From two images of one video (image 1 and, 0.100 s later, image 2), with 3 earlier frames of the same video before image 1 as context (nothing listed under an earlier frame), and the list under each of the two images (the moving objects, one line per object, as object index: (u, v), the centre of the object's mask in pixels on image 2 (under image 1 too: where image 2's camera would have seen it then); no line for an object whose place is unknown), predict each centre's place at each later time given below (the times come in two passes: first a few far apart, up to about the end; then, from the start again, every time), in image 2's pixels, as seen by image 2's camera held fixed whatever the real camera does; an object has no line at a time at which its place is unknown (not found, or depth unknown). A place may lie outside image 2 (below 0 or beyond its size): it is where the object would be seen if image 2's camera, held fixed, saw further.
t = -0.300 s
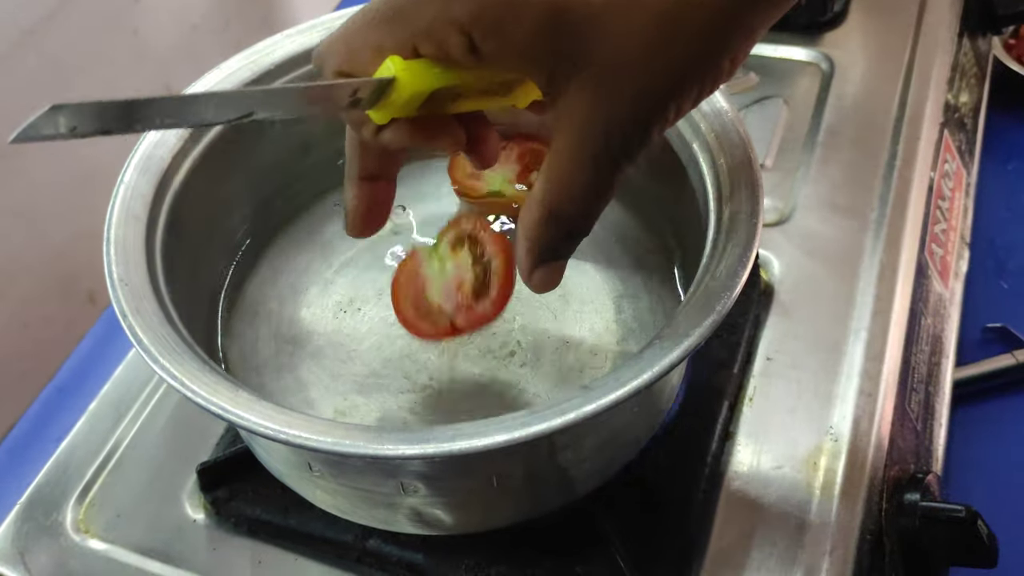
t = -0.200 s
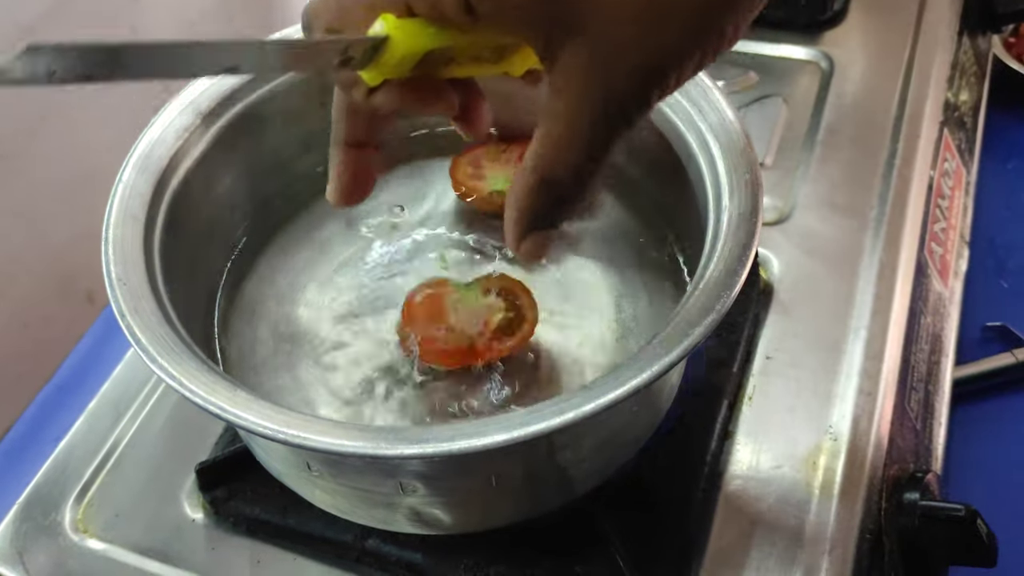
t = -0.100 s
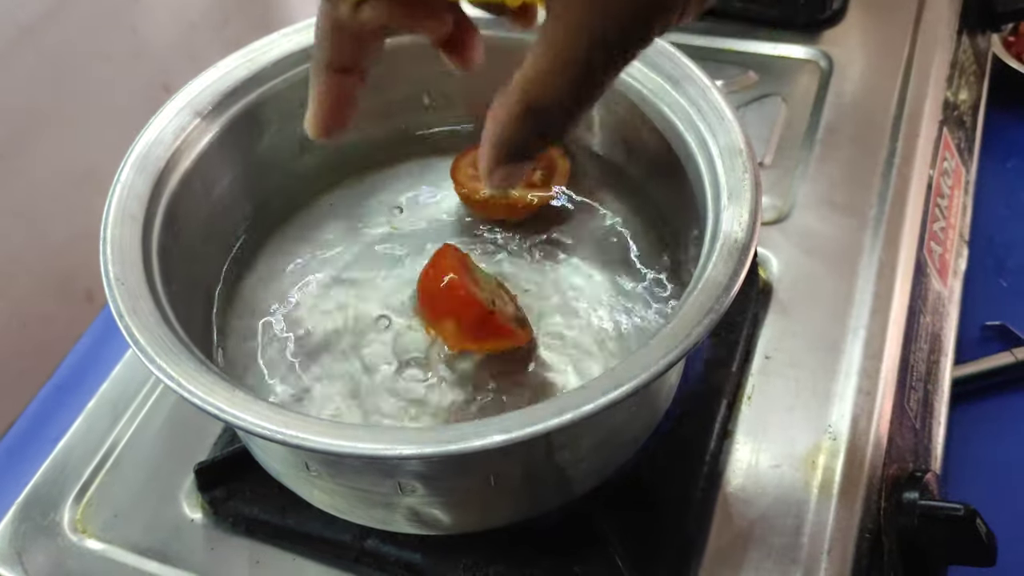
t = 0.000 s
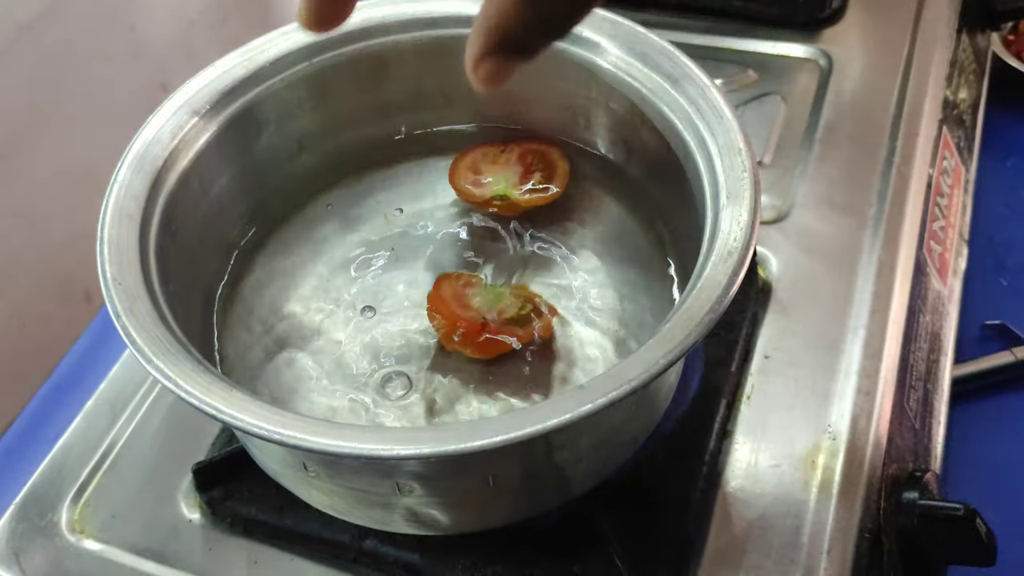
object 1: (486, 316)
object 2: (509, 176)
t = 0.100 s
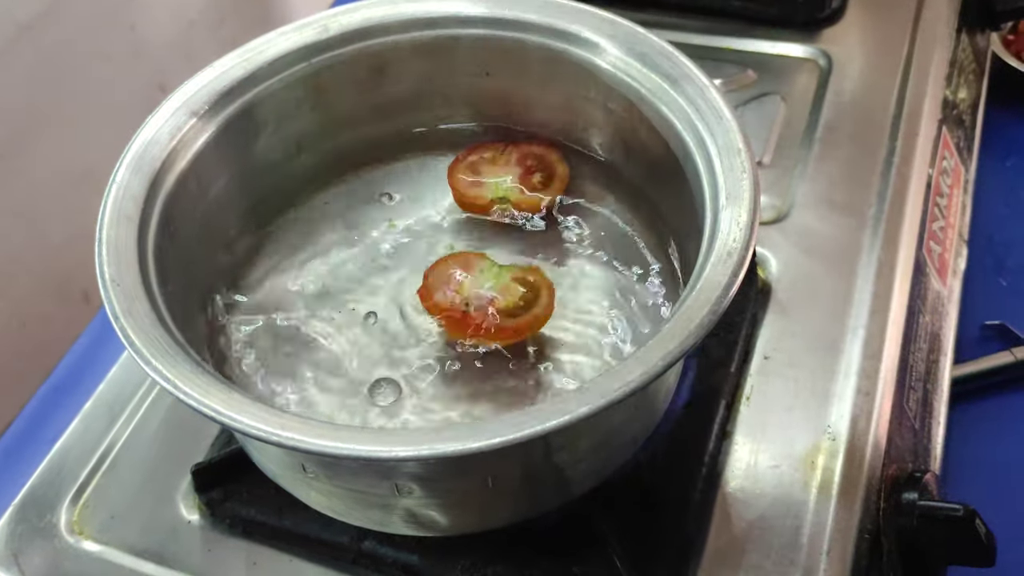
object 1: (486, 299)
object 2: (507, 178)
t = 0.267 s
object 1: (488, 300)
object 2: (511, 184)
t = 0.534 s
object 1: (489, 296)
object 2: (514, 189)
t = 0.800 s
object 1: (484, 282)
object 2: (514, 192)
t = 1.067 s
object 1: (481, 277)
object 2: (520, 193)
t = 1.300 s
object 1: (476, 275)
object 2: (518, 190)
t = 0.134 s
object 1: (486, 300)
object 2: (508, 179)
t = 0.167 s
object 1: (488, 301)
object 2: (509, 179)
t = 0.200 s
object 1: (486, 301)
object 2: (509, 183)
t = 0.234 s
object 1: (487, 301)
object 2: (510, 185)
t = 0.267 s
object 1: (488, 300)
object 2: (511, 184)
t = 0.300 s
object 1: (485, 298)
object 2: (511, 186)
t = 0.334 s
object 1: (485, 297)
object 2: (513, 187)
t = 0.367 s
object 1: (485, 296)
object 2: (513, 188)
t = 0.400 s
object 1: (486, 295)
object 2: (514, 189)
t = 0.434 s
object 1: (487, 295)
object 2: (514, 189)
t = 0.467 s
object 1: (489, 297)
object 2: (514, 189)
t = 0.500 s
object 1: (491, 298)
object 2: (514, 188)
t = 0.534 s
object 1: (489, 296)
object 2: (514, 189)
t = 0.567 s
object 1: (488, 293)
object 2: (515, 190)
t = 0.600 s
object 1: (487, 289)
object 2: (515, 191)
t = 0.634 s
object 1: (488, 286)
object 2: (515, 191)
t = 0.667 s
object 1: (489, 284)
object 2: (515, 191)
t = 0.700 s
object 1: (488, 285)
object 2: (513, 192)
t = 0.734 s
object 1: (486, 285)
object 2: (513, 191)
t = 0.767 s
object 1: (485, 284)
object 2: (513, 192)
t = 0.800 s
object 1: (484, 282)
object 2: (514, 192)
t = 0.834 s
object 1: (483, 280)
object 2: (516, 192)
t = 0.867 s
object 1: (483, 279)
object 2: (516, 191)
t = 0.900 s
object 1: (485, 280)
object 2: (515, 192)
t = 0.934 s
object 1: (484, 282)
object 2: (516, 193)
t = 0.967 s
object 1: (483, 280)
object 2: (517, 193)
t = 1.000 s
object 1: (482, 279)
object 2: (518, 193)
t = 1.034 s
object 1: (481, 278)
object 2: (519, 193)
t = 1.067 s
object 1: (481, 277)
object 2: (520, 193)
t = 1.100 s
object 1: (480, 277)
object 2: (520, 193)
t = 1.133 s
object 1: (480, 278)
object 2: (519, 192)
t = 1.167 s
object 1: (480, 277)
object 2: (519, 192)
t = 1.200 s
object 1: (479, 278)
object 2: (518, 192)
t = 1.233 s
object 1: (477, 277)
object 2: (519, 189)
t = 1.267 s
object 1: (477, 275)
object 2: (519, 191)
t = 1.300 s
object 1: (476, 275)
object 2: (518, 190)
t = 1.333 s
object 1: (475, 275)
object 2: (519, 192)
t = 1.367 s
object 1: (473, 275)
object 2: (520, 192)
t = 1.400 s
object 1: (474, 275)
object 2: (520, 193)
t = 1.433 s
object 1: (474, 276)
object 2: (521, 193)
